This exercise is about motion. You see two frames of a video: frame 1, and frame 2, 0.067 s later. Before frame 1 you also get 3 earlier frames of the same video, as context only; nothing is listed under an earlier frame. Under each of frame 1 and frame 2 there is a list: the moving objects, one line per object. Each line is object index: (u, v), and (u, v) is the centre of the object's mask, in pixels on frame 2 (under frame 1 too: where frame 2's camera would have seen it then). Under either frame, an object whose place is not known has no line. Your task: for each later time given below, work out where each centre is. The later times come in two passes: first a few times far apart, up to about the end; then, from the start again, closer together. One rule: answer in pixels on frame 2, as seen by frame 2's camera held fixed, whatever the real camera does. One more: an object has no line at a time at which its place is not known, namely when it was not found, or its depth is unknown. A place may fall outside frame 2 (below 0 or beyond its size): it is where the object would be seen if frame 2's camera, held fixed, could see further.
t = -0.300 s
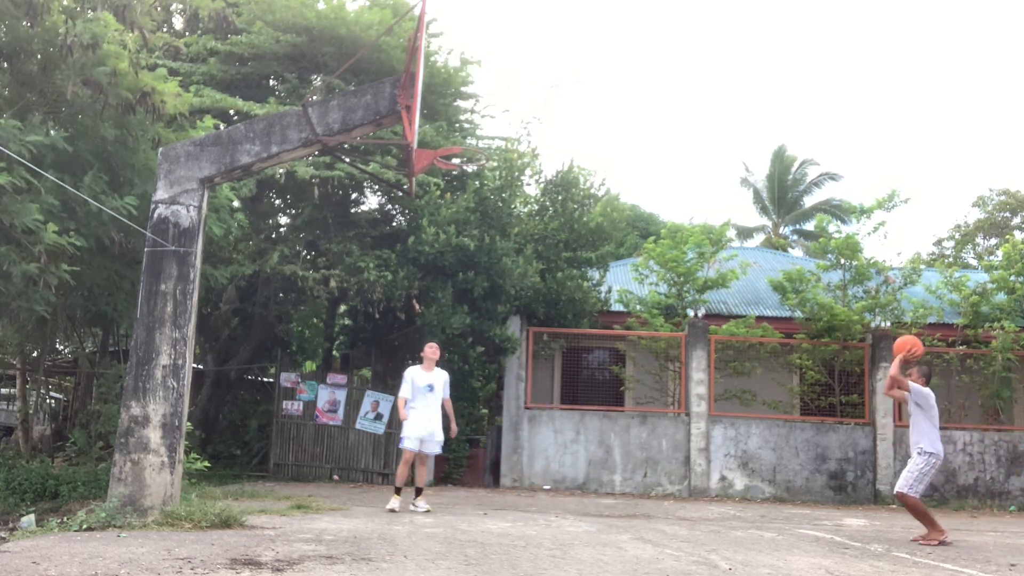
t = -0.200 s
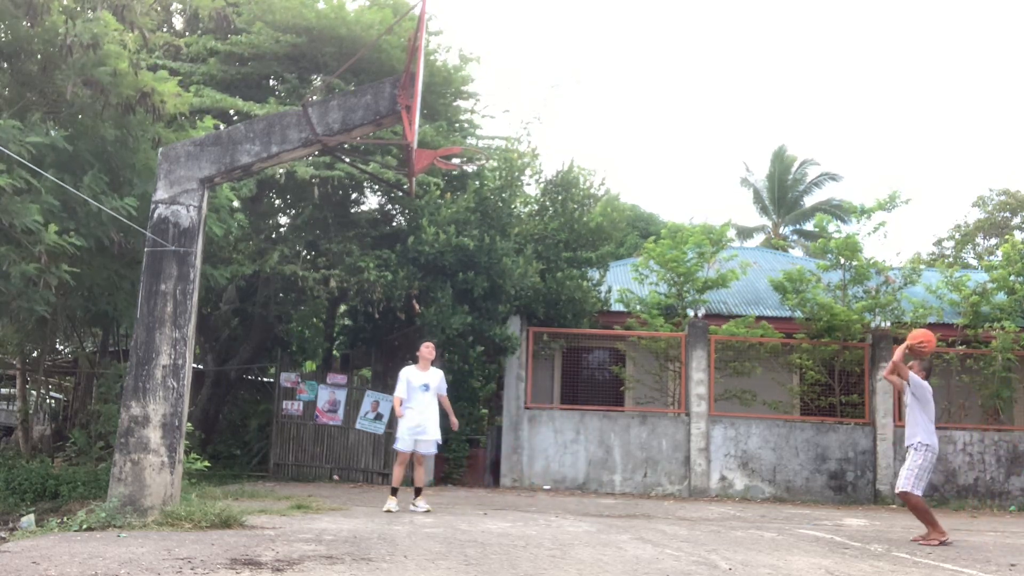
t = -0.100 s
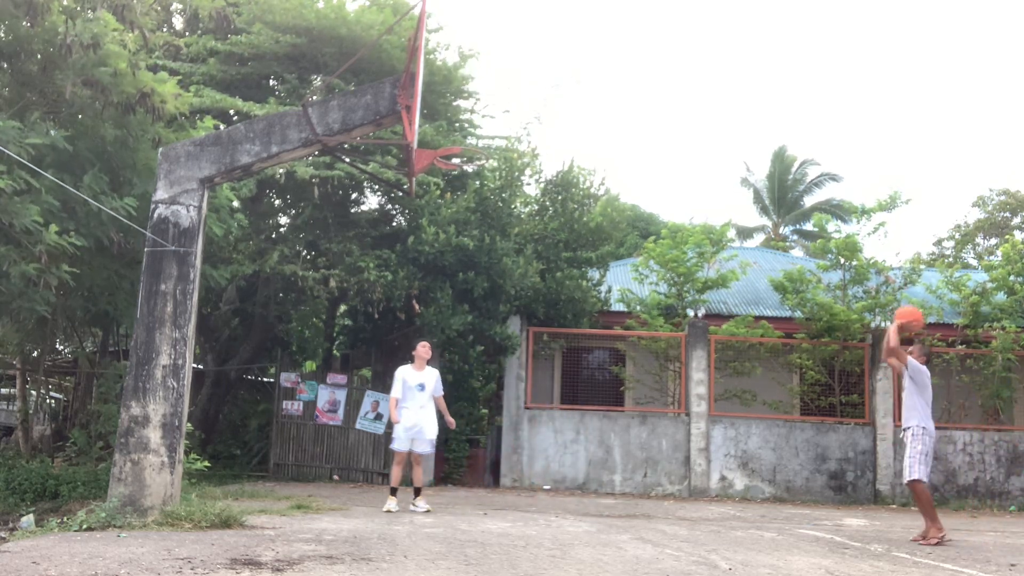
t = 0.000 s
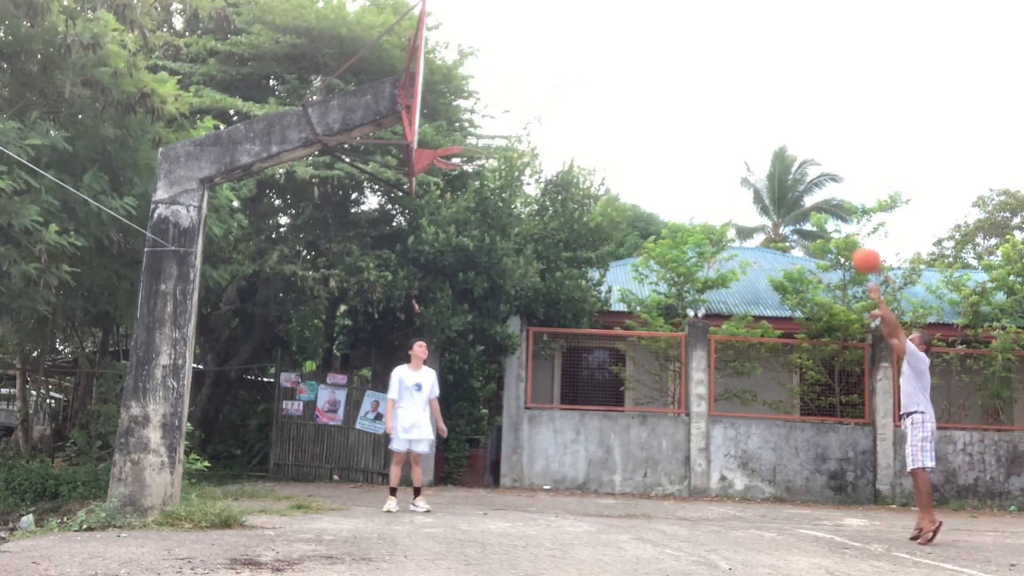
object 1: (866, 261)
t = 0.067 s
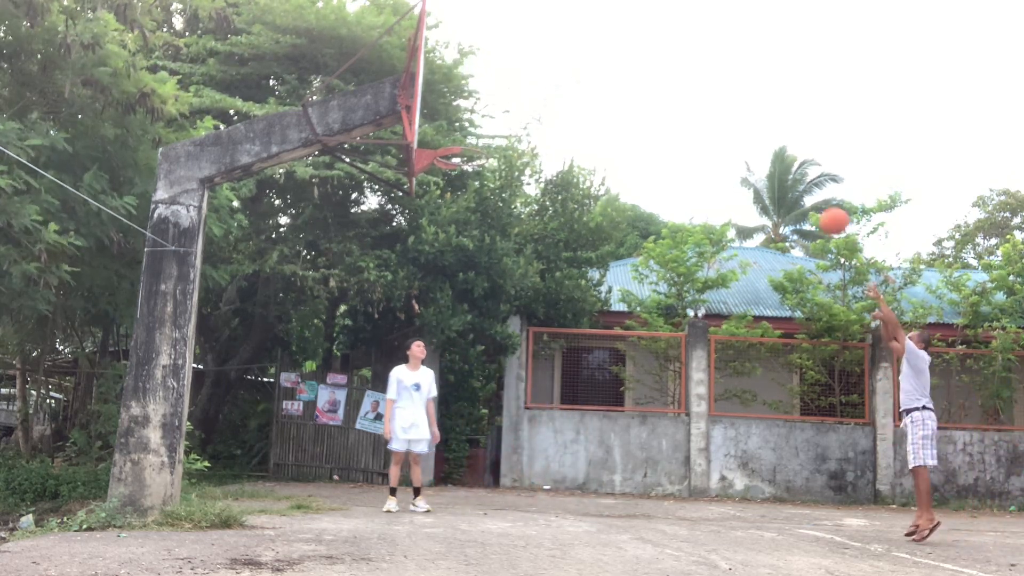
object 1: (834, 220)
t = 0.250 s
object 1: (747, 145)
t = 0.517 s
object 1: (619, 100)
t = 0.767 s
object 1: (497, 126)
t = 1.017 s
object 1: (496, 209)
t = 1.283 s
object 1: (577, 360)
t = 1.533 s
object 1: (642, 482)
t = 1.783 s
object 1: (683, 375)
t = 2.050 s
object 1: (723, 338)
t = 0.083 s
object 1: (826, 212)
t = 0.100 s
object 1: (818, 205)
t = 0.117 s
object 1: (810, 197)
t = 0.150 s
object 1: (794, 182)
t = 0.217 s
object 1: (763, 157)
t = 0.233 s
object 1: (754, 151)
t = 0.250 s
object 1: (747, 145)
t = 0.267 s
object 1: (738, 140)
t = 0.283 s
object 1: (731, 135)
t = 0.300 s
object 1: (723, 130)
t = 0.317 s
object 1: (715, 126)
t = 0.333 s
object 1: (707, 122)
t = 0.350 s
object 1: (699, 119)
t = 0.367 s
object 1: (691, 115)
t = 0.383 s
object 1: (682, 113)
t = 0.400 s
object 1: (674, 110)
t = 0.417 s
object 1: (667, 107)
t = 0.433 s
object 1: (659, 105)
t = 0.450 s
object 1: (651, 104)
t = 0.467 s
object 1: (643, 102)
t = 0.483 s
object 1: (635, 101)
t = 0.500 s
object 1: (627, 100)
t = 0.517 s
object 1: (619, 100)
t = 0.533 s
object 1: (611, 99)
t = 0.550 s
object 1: (603, 99)
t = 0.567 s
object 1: (595, 99)
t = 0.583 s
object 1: (587, 99)
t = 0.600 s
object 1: (579, 100)
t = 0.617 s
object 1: (571, 101)
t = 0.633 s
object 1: (563, 103)
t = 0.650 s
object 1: (554, 105)
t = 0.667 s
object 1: (546, 107)
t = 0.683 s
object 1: (538, 109)
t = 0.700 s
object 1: (530, 112)
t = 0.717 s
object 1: (522, 115)
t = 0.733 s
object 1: (515, 118)
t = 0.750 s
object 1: (506, 122)
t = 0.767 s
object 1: (497, 126)
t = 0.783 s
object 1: (488, 130)
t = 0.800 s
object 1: (479, 135)
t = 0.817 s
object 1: (471, 138)
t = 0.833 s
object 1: (465, 142)
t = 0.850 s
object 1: (455, 149)
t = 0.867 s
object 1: (449, 155)
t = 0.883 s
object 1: (452, 160)
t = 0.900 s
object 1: (459, 165)
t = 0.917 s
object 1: (464, 170)
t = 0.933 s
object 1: (470, 177)
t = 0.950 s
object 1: (475, 182)
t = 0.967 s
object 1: (480, 188)
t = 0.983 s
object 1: (486, 195)
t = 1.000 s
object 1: (491, 202)
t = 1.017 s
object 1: (496, 209)
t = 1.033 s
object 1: (501, 216)
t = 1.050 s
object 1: (507, 224)
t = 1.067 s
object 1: (512, 232)
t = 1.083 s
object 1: (517, 240)
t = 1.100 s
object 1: (523, 248)
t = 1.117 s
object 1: (528, 257)
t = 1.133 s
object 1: (533, 266)
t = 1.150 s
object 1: (538, 276)
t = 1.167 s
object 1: (543, 285)
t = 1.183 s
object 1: (548, 296)
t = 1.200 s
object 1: (553, 305)
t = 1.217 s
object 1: (558, 315)
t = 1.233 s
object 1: (562, 326)
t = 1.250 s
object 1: (568, 337)
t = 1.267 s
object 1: (572, 349)
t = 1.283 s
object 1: (577, 360)
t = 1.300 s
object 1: (582, 371)
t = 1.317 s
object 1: (587, 384)
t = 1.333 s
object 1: (591, 395)
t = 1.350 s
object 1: (596, 407)
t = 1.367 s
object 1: (601, 420)
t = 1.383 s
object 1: (605, 433)
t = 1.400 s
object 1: (610, 446)
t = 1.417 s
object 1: (615, 460)
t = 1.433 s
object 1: (619, 473)
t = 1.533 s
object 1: (642, 482)
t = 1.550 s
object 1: (645, 473)
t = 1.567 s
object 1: (648, 463)
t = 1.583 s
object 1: (651, 455)
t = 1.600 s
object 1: (653, 446)
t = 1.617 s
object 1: (656, 437)
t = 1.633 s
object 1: (659, 430)
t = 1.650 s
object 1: (661, 422)
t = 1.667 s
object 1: (664, 415)
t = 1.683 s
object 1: (667, 409)
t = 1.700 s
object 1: (670, 402)
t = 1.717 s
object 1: (672, 396)
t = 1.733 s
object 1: (675, 390)
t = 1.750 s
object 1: (678, 385)
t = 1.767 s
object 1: (680, 379)
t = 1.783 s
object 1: (683, 375)
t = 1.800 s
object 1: (685, 370)
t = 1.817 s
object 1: (688, 366)
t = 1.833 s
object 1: (690, 362)
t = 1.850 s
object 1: (693, 358)
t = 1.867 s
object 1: (696, 355)
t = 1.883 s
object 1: (699, 352)
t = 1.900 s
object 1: (701, 350)
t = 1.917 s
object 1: (704, 347)
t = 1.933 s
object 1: (706, 345)
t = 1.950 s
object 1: (709, 344)
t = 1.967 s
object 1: (711, 342)
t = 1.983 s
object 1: (714, 340)
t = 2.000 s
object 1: (716, 339)
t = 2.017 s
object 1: (718, 339)
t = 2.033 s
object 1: (721, 338)
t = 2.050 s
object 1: (723, 338)
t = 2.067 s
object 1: (725, 339)
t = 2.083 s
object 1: (728, 338)
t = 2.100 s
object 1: (729, 339)
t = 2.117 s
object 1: (732, 340)
